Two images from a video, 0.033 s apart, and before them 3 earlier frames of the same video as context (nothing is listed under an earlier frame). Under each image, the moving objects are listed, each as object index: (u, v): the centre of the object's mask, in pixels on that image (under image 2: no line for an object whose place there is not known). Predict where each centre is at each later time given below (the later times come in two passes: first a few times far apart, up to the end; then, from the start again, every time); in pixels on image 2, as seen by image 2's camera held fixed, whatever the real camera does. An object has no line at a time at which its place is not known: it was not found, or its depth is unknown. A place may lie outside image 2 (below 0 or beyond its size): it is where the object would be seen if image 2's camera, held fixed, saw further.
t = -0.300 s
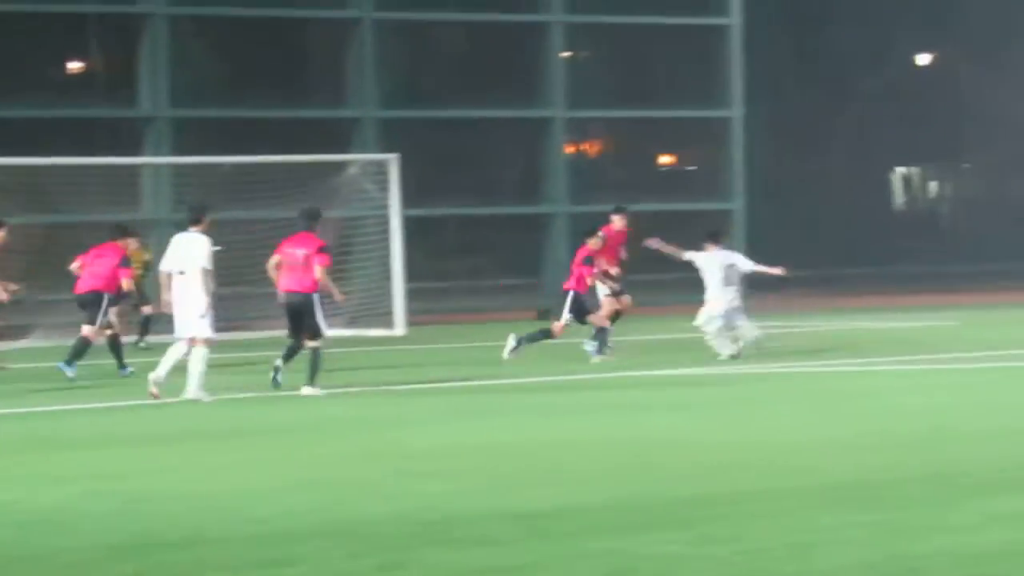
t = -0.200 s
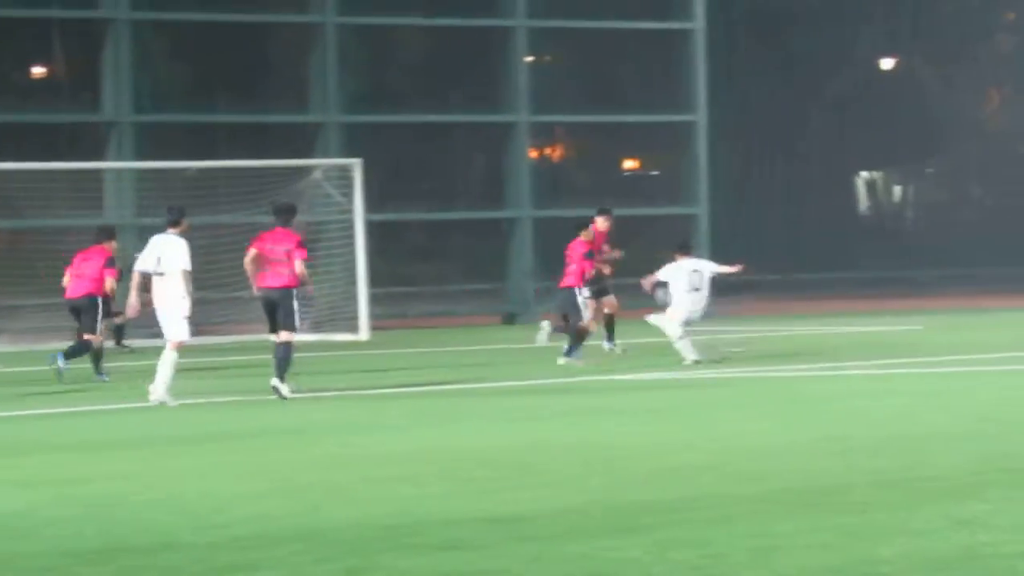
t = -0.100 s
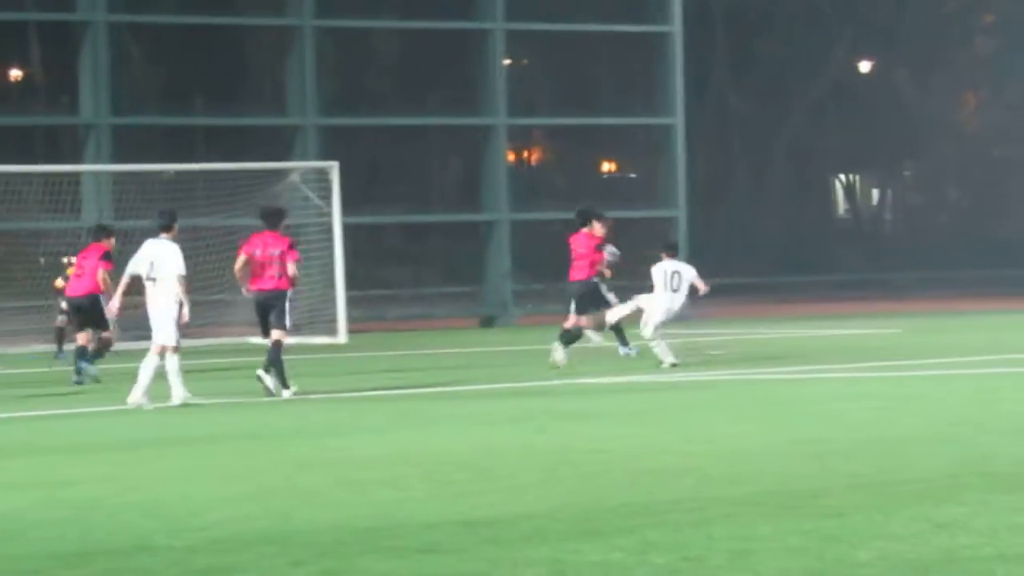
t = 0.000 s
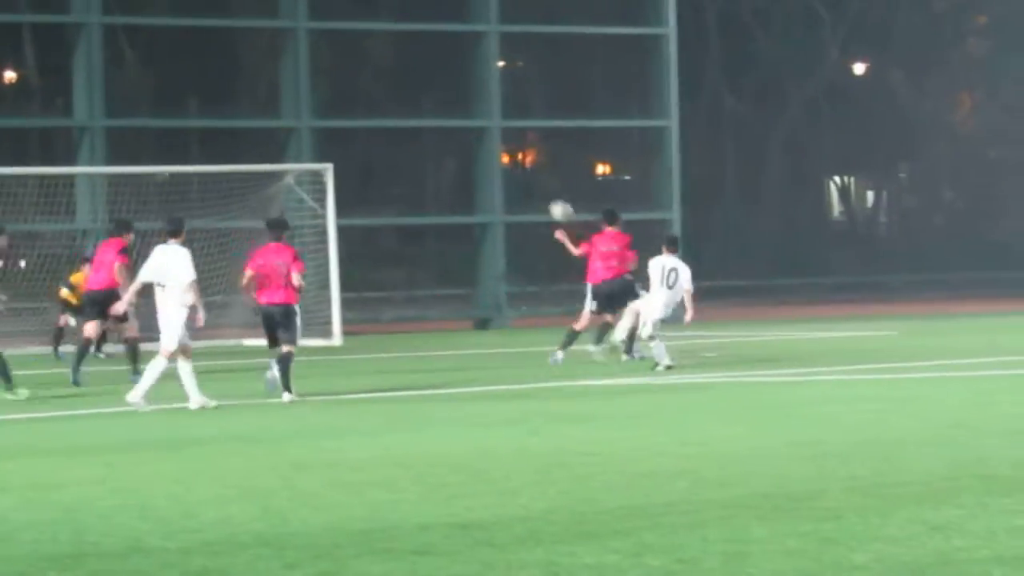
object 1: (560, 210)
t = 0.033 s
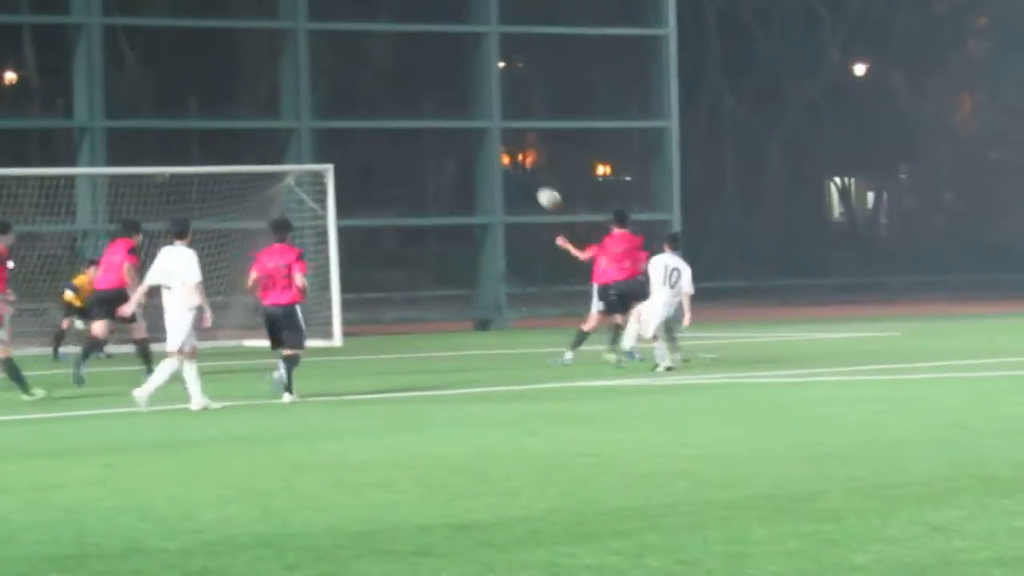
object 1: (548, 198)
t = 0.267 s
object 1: (464, 129)
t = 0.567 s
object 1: (374, 112)
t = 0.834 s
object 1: (309, 159)
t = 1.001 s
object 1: (272, 219)
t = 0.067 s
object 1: (535, 184)
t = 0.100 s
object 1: (524, 173)
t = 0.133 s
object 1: (511, 161)
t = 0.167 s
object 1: (498, 152)
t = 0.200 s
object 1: (488, 143)
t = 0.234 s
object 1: (475, 136)
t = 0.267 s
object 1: (464, 129)
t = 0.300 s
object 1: (453, 123)
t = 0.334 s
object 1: (442, 118)
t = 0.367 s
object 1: (432, 114)
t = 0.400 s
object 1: (422, 112)
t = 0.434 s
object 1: (412, 110)
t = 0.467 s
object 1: (402, 110)
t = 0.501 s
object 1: (392, 109)
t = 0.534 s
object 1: (383, 110)
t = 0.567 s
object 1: (374, 112)
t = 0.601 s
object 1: (364, 114)
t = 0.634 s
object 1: (356, 118)
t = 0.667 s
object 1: (348, 124)
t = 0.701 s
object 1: (340, 129)
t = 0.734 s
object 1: (330, 136)
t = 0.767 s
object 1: (323, 143)
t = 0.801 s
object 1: (315, 152)
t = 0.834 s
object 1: (309, 159)
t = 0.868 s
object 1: (297, 170)
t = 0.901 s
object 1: (291, 181)
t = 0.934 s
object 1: (286, 191)
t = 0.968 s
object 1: (278, 205)
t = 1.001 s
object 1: (272, 219)
